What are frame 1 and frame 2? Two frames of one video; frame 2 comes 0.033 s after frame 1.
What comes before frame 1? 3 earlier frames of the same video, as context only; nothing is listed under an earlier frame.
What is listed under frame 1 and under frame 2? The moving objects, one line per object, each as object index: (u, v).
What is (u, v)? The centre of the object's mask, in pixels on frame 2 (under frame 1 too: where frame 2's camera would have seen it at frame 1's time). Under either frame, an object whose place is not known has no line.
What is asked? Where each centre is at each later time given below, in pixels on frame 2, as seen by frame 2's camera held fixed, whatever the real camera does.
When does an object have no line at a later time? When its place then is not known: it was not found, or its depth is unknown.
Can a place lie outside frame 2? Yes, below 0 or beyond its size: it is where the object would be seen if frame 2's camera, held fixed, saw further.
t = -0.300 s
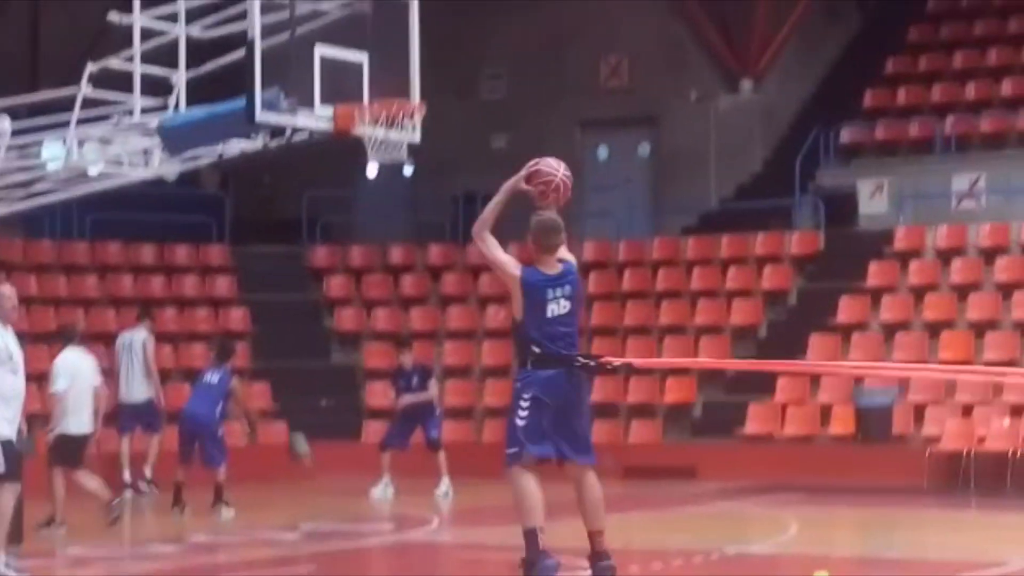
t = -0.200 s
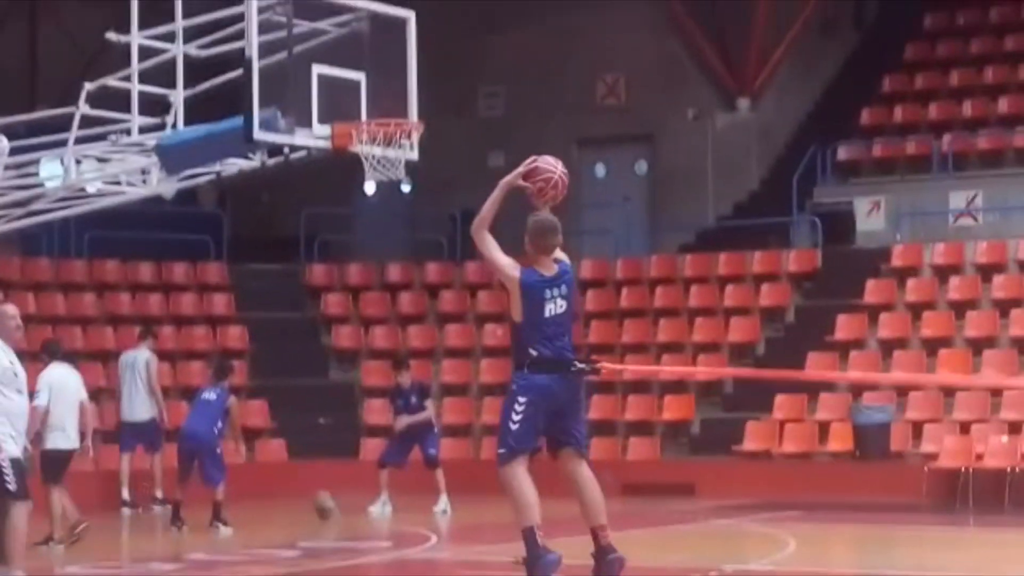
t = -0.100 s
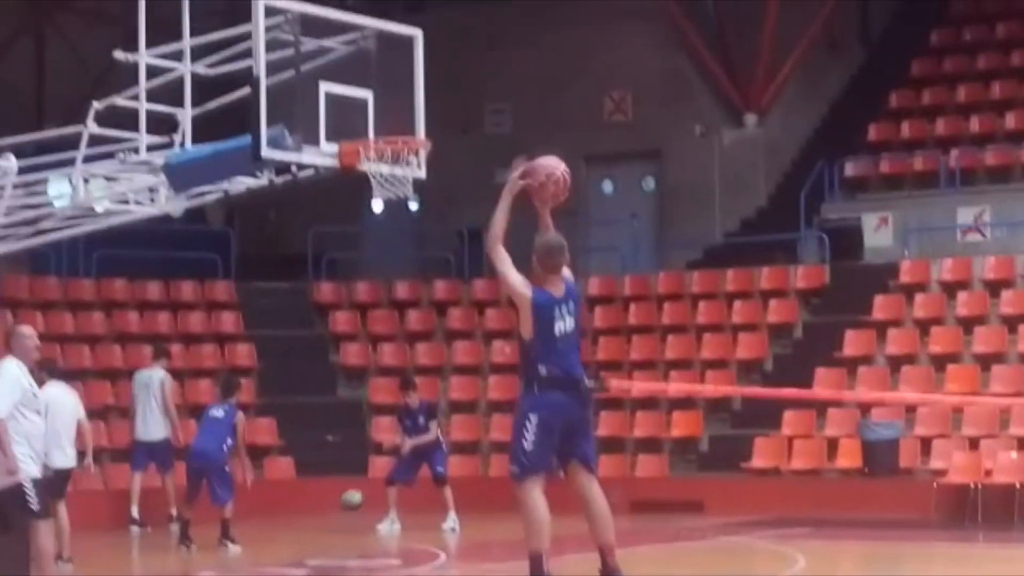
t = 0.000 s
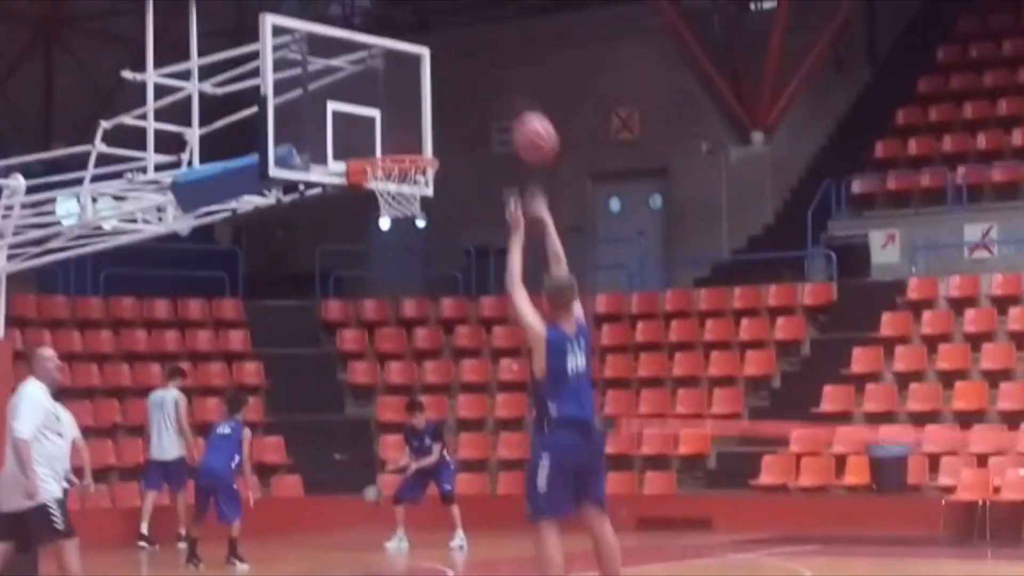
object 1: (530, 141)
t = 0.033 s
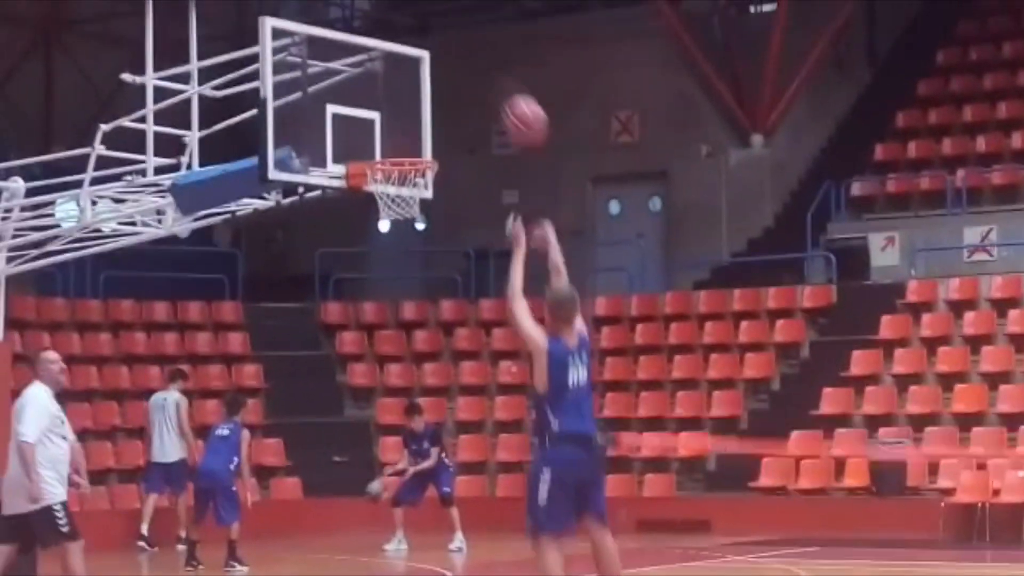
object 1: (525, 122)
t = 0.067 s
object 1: (517, 102)
